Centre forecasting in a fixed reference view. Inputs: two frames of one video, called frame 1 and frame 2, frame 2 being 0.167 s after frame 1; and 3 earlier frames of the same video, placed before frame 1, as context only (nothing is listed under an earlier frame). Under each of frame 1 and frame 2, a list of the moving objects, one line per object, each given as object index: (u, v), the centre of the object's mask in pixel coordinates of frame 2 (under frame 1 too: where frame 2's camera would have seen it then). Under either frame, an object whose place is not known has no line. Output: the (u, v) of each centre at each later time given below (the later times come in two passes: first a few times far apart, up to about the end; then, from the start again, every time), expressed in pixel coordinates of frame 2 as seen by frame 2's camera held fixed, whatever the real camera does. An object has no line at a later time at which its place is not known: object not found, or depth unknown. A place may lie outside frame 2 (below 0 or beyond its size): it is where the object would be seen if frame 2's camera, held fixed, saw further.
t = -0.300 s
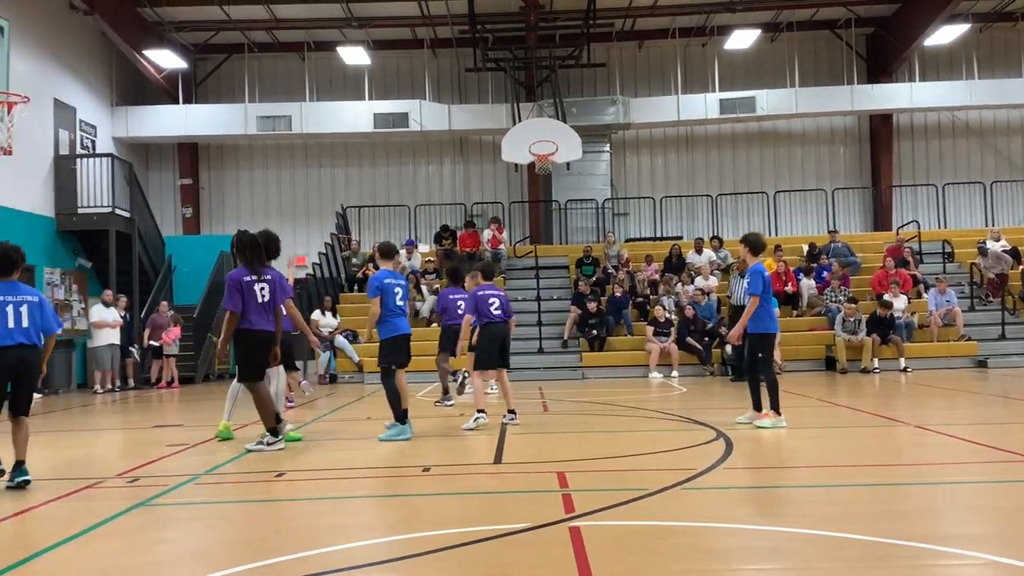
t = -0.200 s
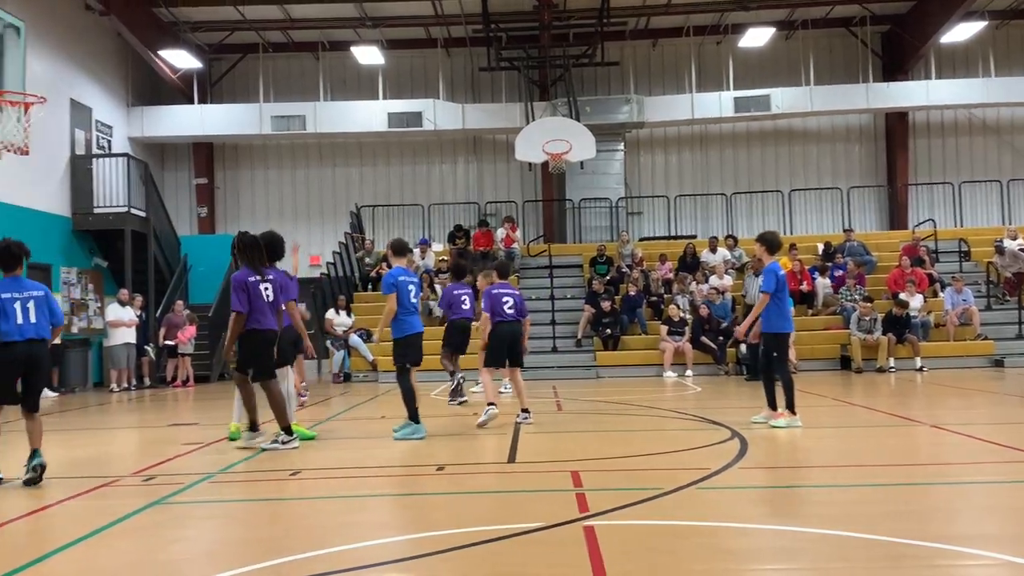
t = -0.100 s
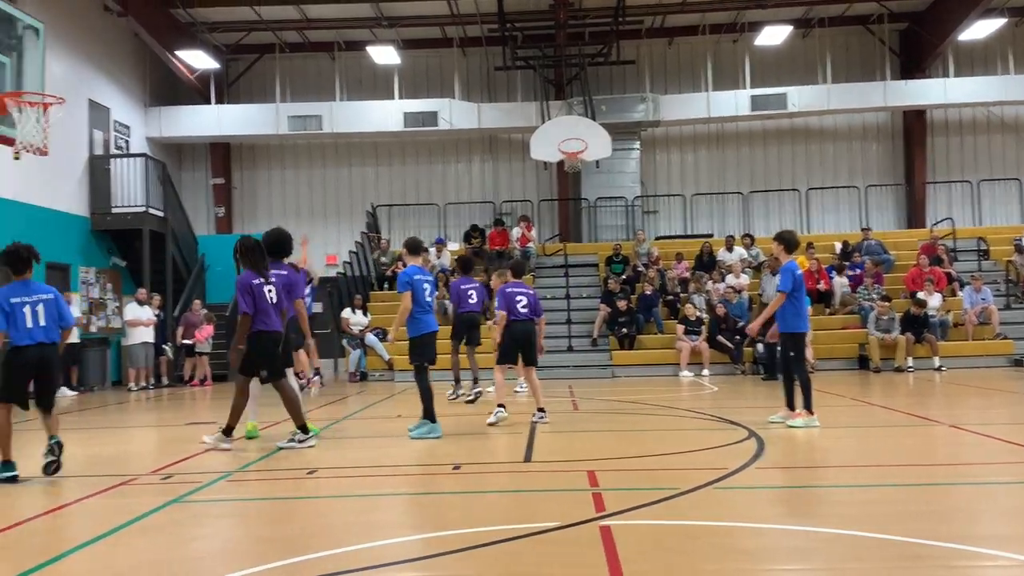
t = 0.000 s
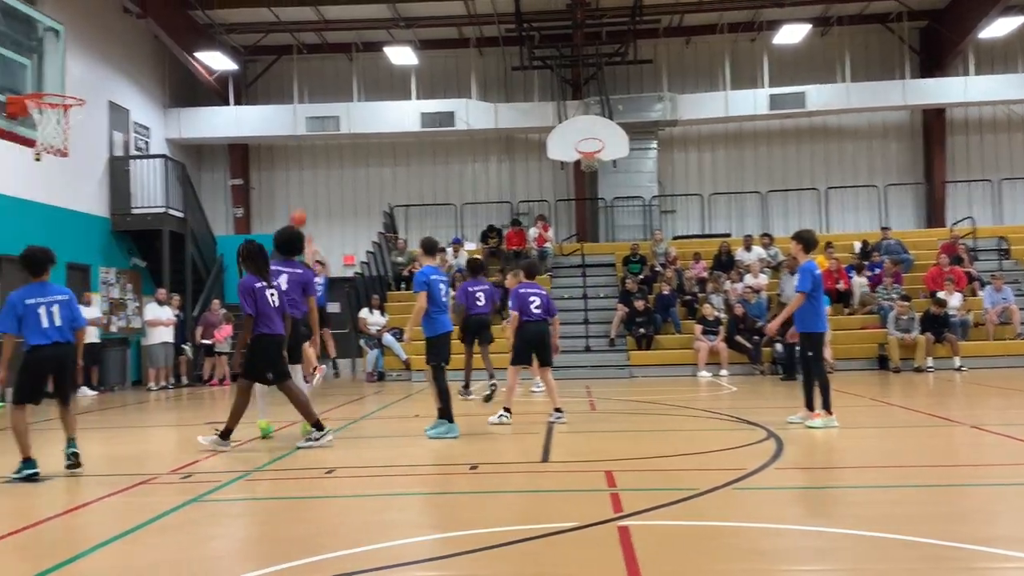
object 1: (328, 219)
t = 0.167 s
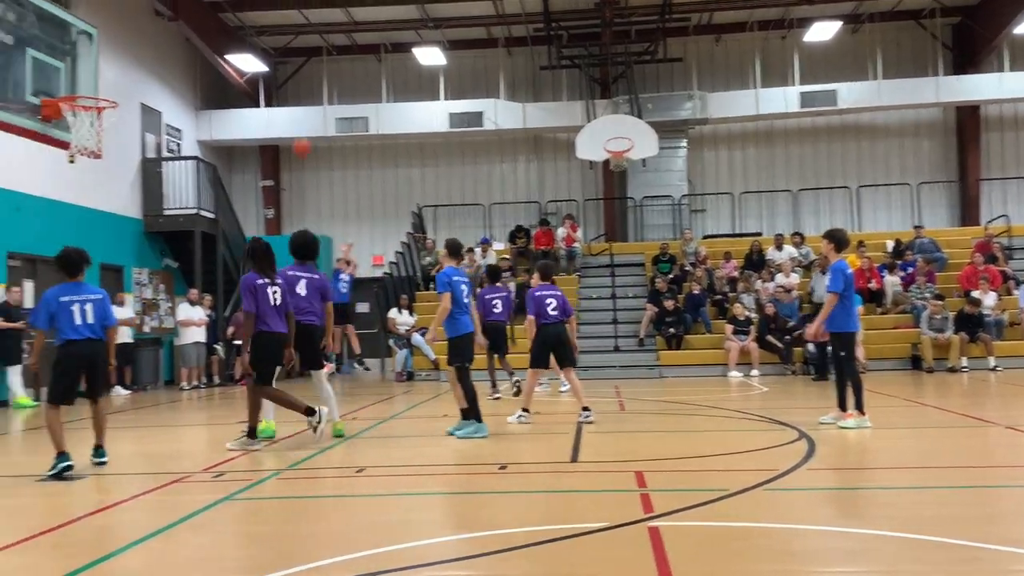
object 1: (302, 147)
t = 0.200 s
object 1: (296, 135)
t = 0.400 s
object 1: (262, 68)
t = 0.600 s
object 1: (221, 26)
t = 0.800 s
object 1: (178, 17)
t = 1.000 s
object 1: (129, 49)
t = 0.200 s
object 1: (296, 135)
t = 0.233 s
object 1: (291, 121)
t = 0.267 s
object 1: (285, 109)
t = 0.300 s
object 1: (279, 98)
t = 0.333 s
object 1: (273, 87)
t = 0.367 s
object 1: (267, 78)
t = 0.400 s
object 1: (262, 68)
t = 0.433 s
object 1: (255, 58)
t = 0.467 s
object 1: (249, 49)
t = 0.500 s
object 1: (241, 42)
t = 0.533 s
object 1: (235, 37)
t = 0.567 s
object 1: (228, 31)
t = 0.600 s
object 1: (221, 26)
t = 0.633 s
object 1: (214, 22)
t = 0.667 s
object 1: (207, 19)
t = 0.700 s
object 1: (200, 17)
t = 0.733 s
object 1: (193, 16)
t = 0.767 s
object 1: (185, 15)
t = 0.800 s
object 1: (178, 17)
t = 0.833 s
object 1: (170, 19)
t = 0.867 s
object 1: (162, 22)
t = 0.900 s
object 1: (154, 27)
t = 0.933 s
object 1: (146, 33)
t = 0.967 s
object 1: (137, 40)
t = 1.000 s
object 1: (129, 49)
